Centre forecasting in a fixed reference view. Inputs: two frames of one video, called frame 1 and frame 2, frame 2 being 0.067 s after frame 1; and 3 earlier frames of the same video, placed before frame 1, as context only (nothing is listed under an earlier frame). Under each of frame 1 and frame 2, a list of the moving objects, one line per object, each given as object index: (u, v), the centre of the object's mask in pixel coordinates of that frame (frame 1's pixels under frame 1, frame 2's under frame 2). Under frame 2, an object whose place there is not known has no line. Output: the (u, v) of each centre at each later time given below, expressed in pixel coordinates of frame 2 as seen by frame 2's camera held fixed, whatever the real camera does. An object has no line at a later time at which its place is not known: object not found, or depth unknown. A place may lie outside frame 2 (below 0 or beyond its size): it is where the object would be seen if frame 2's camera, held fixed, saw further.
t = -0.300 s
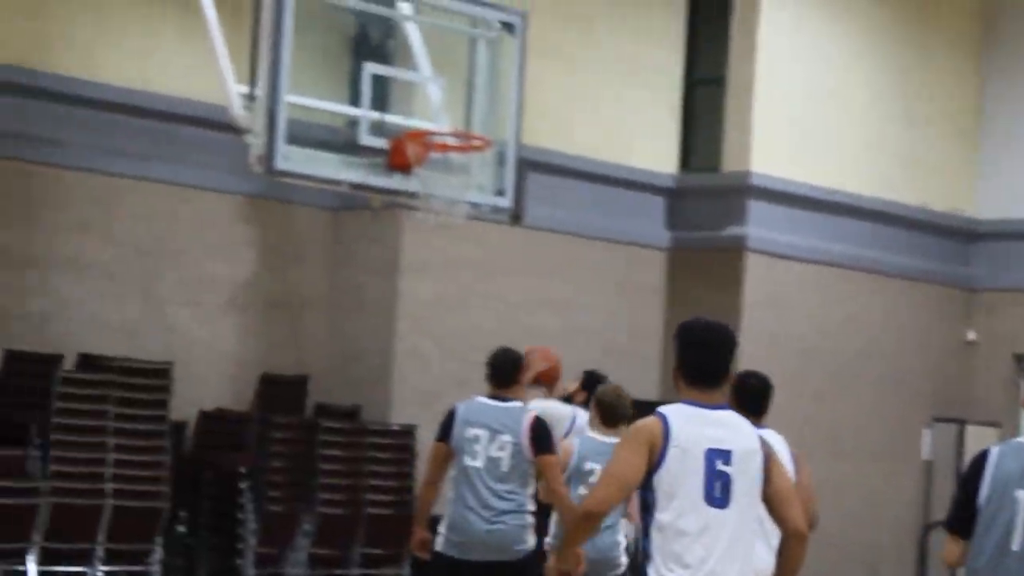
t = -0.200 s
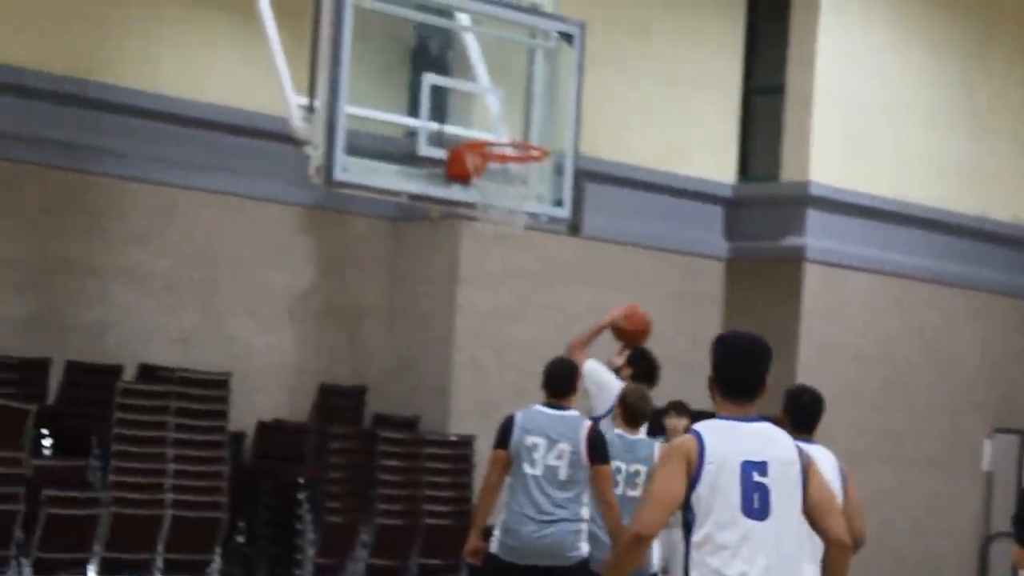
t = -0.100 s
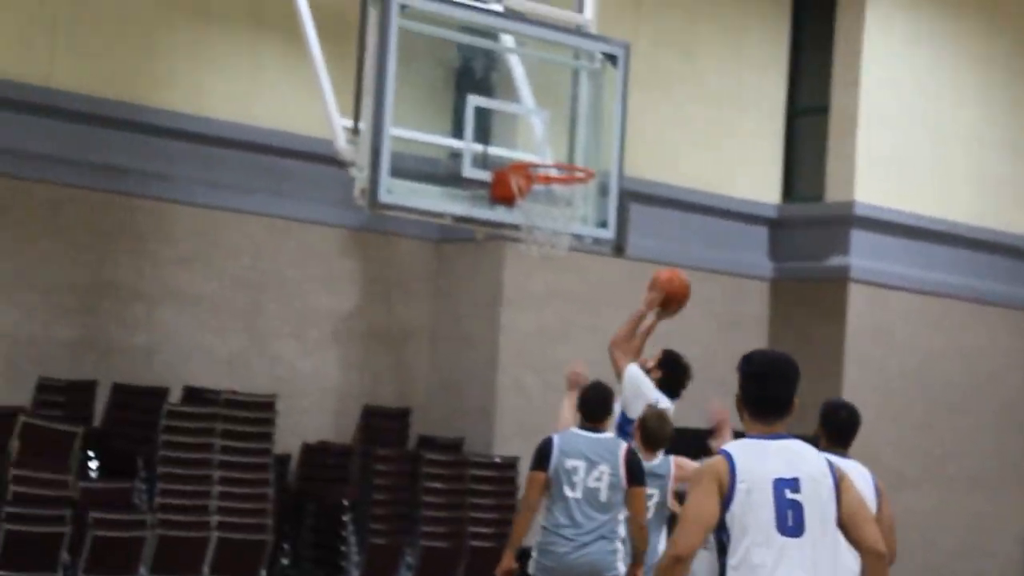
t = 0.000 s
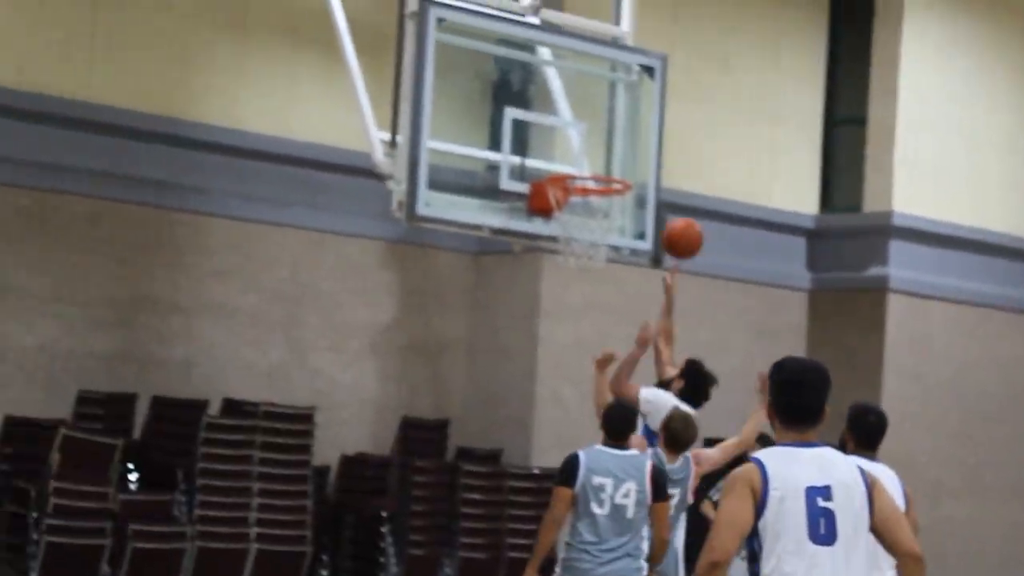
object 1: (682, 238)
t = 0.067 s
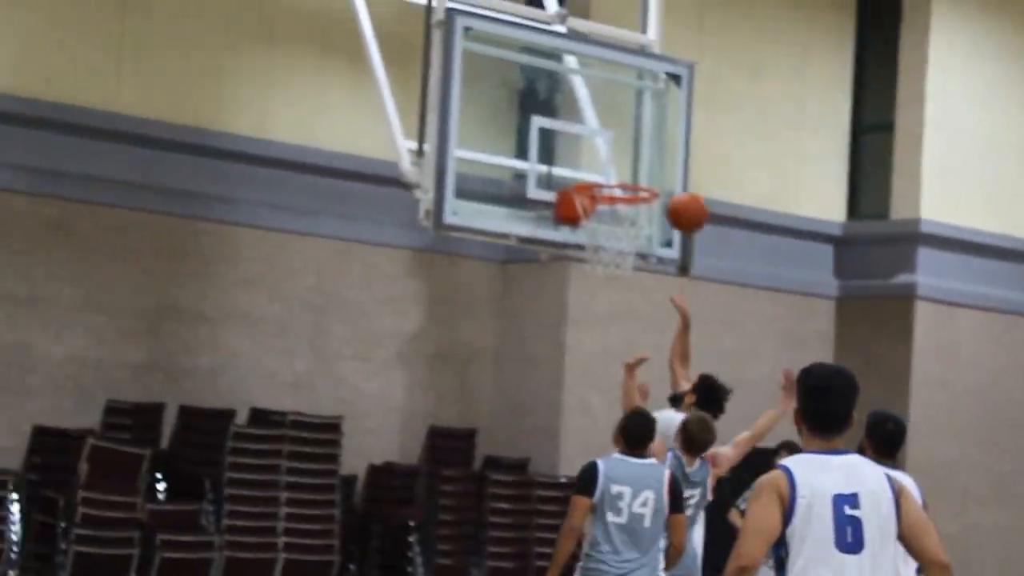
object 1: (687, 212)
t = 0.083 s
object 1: (681, 205)
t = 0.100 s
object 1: (676, 198)
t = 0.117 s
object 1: (670, 191)
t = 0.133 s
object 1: (666, 184)
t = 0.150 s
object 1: (660, 178)
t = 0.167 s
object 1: (653, 173)
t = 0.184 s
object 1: (646, 169)
